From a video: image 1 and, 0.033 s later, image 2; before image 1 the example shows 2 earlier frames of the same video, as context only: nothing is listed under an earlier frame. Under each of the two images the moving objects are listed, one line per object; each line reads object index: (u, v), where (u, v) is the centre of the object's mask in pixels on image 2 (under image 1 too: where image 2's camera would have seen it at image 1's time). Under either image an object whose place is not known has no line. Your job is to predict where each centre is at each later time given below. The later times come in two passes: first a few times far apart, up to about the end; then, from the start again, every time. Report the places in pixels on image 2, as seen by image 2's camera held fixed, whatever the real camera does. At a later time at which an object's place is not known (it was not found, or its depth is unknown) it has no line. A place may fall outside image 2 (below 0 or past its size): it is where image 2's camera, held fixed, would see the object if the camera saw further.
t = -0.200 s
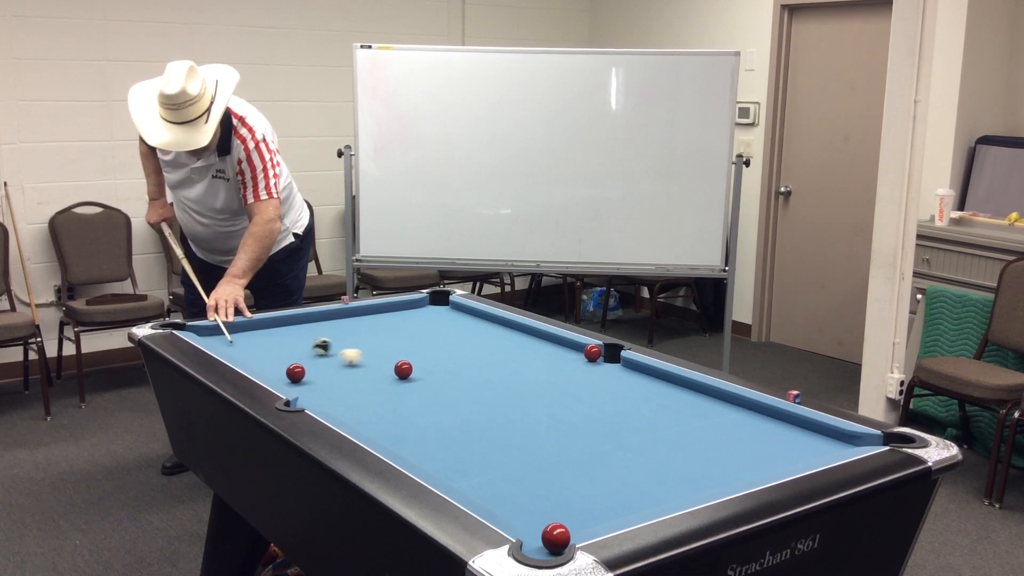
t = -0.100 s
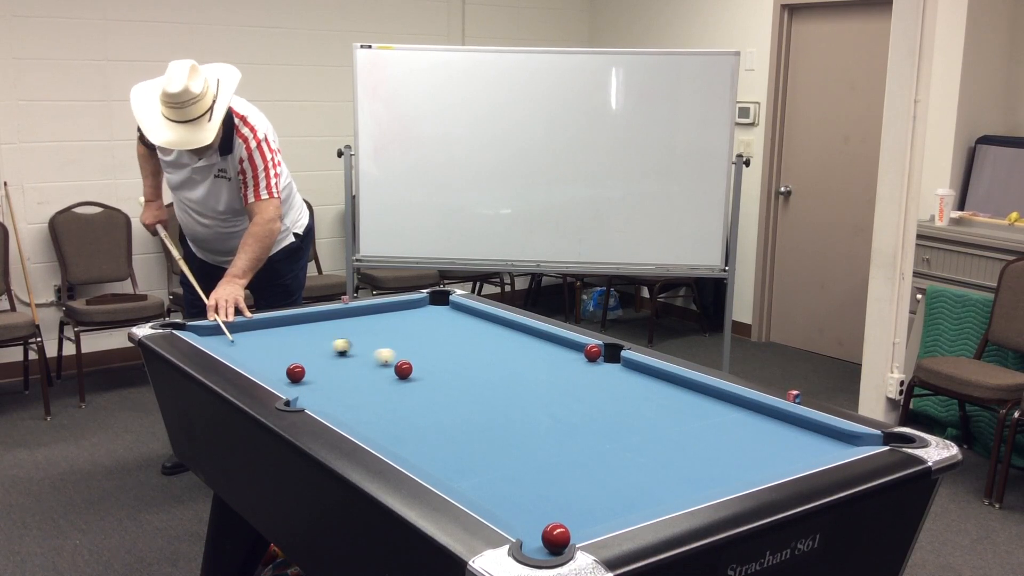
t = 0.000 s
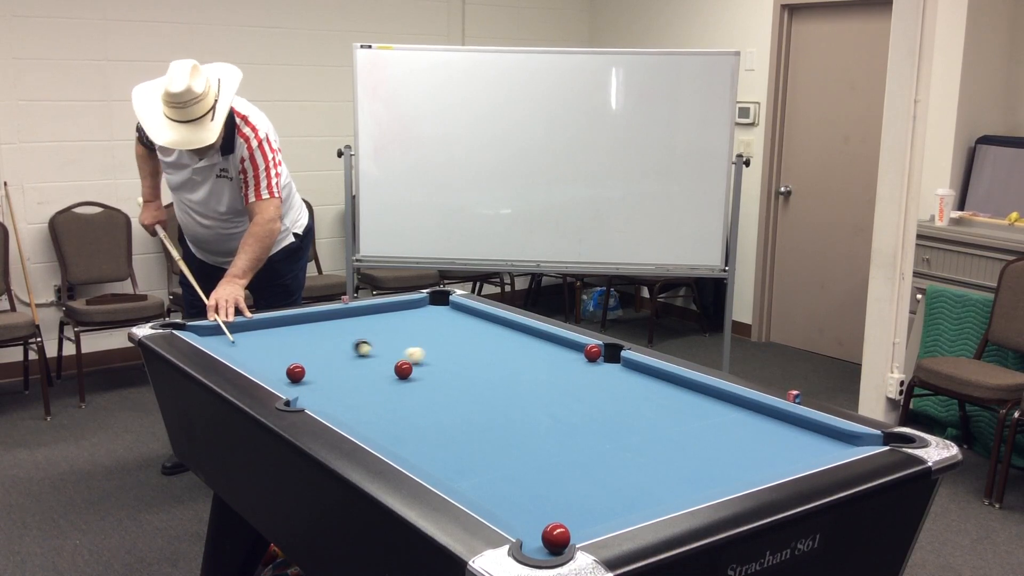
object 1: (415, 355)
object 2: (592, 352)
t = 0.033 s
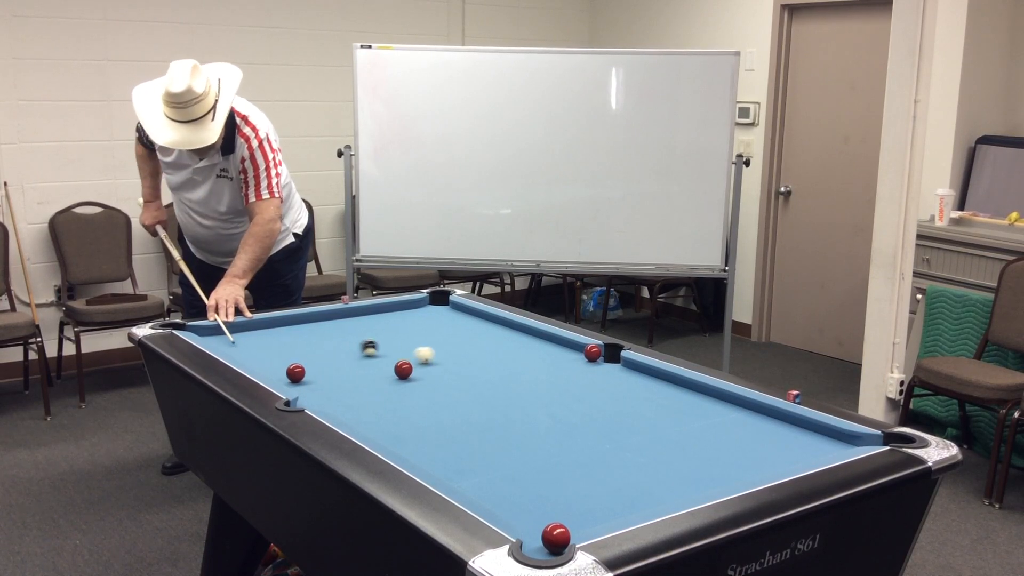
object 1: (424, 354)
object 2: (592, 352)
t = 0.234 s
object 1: (481, 353)
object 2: (592, 352)
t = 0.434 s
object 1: (535, 351)
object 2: (592, 352)
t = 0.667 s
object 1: (581, 350)
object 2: (595, 353)
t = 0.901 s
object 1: (577, 354)
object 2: (604, 358)
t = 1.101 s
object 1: (574, 358)
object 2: (612, 362)
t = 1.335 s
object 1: (570, 361)
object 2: (621, 367)
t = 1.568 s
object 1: (567, 365)
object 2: (629, 371)
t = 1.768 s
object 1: (564, 367)
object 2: (635, 374)
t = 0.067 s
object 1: (434, 354)
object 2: (592, 352)
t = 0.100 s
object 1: (443, 354)
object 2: (592, 352)
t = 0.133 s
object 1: (453, 353)
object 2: (592, 352)
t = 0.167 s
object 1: (462, 353)
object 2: (592, 352)
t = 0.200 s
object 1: (471, 353)
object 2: (592, 352)
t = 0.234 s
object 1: (481, 353)
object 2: (592, 352)
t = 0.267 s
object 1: (490, 352)
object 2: (592, 352)
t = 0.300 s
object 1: (499, 352)
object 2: (592, 352)
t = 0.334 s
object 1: (508, 352)
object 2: (592, 352)
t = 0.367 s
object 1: (517, 351)
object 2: (592, 352)
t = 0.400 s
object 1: (526, 351)
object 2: (592, 352)
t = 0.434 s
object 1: (535, 351)
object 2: (592, 352)
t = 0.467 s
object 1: (544, 350)
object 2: (592, 352)
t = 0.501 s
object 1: (553, 350)
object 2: (592, 352)
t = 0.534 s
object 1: (561, 350)
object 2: (592, 352)
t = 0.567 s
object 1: (570, 349)
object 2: (592, 352)
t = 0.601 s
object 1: (577, 349)
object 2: (592, 352)
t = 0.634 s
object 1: (582, 348)
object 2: (593, 353)
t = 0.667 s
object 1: (581, 350)
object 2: (595, 353)
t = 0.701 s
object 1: (580, 351)
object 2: (596, 354)
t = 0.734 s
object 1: (580, 351)
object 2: (597, 355)
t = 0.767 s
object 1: (579, 352)
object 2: (599, 356)
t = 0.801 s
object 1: (579, 353)
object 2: (600, 356)
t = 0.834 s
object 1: (578, 353)
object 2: (602, 357)
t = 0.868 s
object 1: (578, 354)
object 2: (603, 358)
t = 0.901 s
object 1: (577, 354)
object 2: (604, 358)
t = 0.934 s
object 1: (576, 355)
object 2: (606, 359)
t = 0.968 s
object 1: (576, 356)
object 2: (607, 360)
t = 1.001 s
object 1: (575, 356)
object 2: (608, 360)
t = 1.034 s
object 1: (575, 357)
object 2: (610, 361)
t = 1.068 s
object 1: (575, 357)
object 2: (611, 362)
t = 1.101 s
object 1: (574, 358)
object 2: (612, 362)
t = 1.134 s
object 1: (573, 358)
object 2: (613, 363)
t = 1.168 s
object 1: (573, 359)
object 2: (615, 364)
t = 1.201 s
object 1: (572, 359)
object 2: (616, 364)
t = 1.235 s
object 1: (572, 360)
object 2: (617, 365)
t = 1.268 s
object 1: (571, 360)
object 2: (618, 366)
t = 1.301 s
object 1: (571, 361)
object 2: (620, 366)
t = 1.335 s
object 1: (570, 361)
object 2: (621, 367)
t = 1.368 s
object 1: (570, 362)
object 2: (622, 367)
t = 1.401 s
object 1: (569, 362)
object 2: (623, 368)
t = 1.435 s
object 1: (569, 363)
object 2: (624, 369)
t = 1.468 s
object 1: (568, 363)
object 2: (625, 369)
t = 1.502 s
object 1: (568, 364)
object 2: (626, 370)
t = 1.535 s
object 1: (567, 364)
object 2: (628, 370)
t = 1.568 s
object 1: (567, 365)
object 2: (629, 371)
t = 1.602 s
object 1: (566, 365)
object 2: (629, 371)
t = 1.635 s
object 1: (566, 366)
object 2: (631, 372)
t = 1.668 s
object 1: (565, 366)
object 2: (632, 373)
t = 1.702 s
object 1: (565, 366)
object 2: (633, 373)
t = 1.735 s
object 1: (564, 367)
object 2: (634, 374)
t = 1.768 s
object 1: (564, 367)
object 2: (635, 374)
